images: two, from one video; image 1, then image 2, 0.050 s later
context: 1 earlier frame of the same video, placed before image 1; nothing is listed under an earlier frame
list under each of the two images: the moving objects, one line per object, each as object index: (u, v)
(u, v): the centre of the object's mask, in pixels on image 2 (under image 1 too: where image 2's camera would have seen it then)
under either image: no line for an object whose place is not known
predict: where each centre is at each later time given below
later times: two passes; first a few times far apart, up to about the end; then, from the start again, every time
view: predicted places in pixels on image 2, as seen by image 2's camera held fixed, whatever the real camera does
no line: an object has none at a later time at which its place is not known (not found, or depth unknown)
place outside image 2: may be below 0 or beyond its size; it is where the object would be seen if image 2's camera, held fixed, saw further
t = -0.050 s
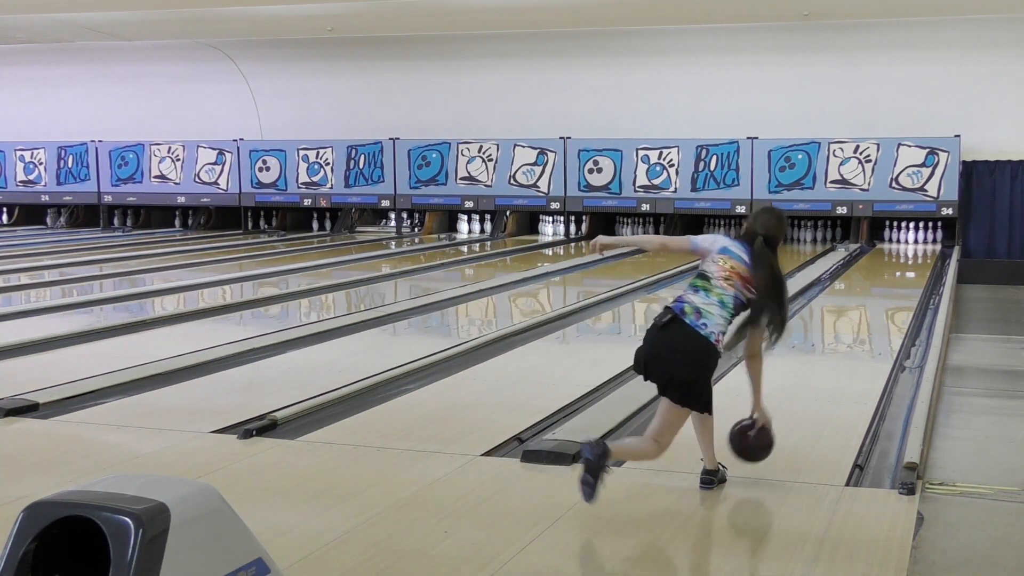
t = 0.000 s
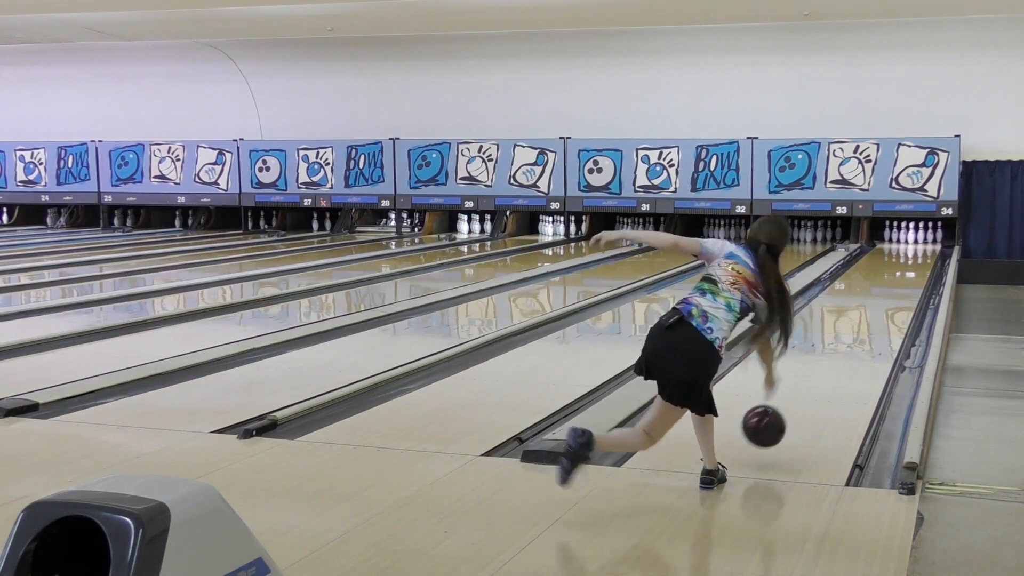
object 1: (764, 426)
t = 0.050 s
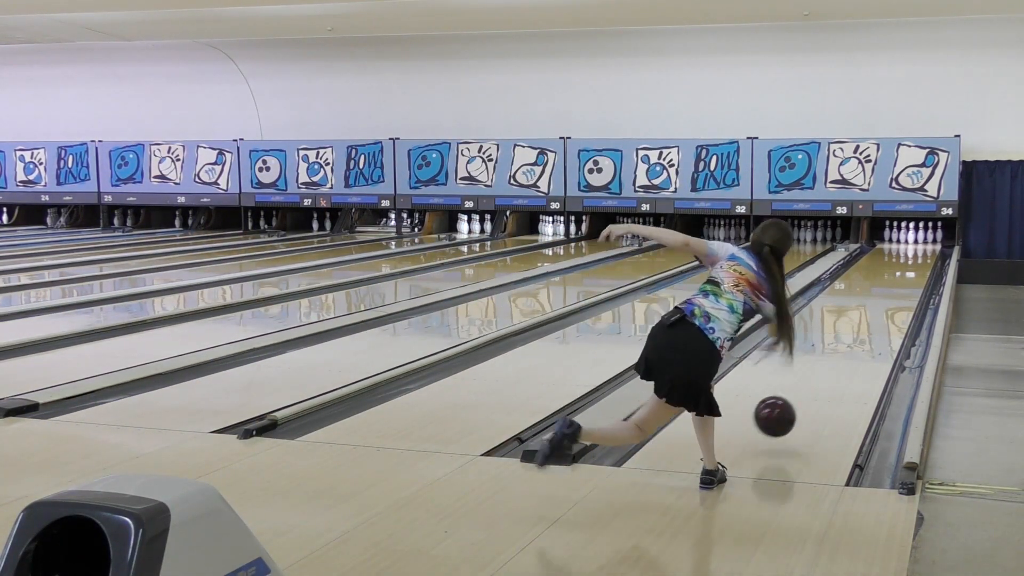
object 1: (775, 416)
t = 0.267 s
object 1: (813, 386)
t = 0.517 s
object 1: (844, 350)
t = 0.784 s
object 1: (867, 324)
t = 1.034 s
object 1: (883, 304)
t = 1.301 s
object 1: (897, 288)
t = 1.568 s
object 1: (907, 276)
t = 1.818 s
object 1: (915, 266)
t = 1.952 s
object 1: (919, 261)
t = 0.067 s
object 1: (778, 414)
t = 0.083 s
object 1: (782, 413)
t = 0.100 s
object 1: (785, 412)
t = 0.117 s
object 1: (788, 411)
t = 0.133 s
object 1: (791, 411)
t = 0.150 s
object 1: (794, 407)
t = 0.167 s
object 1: (797, 403)
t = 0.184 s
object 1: (800, 400)
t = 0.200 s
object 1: (802, 397)
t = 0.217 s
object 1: (805, 395)
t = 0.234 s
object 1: (808, 392)
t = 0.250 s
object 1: (810, 389)
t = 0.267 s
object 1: (813, 386)
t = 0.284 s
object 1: (815, 383)
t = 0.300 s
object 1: (817, 381)
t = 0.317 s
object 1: (820, 378)
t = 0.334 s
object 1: (822, 375)
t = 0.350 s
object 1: (824, 373)
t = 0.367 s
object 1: (826, 370)
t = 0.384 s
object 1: (828, 368)
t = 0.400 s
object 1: (831, 365)
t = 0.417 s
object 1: (833, 363)
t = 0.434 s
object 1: (834, 361)
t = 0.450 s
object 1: (836, 358)
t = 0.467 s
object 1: (838, 356)
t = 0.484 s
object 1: (840, 354)
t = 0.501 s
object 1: (842, 352)
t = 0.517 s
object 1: (844, 350)
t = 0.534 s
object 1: (845, 348)
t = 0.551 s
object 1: (847, 346)
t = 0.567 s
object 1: (849, 345)
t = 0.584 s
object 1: (850, 343)
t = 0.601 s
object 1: (852, 341)
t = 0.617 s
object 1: (853, 339)
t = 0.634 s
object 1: (855, 337)
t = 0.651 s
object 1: (856, 336)
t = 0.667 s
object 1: (858, 334)
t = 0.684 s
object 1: (859, 333)
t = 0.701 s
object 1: (860, 331)
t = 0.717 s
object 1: (862, 329)
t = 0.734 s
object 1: (863, 328)
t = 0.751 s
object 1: (865, 326)
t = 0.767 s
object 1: (866, 325)
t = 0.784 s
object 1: (867, 324)
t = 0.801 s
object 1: (868, 322)
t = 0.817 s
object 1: (869, 321)
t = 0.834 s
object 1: (871, 319)
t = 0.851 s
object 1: (872, 318)
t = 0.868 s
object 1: (873, 317)
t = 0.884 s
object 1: (874, 315)
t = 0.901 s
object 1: (875, 314)
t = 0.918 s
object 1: (876, 313)
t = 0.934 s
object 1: (877, 311)
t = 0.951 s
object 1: (878, 310)
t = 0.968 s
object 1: (879, 309)
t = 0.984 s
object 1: (880, 308)
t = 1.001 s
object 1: (881, 307)
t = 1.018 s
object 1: (882, 305)
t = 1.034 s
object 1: (883, 304)
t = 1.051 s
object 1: (884, 303)
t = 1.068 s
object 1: (885, 302)
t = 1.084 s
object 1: (886, 301)
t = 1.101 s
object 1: (887, 300)
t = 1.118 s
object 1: (888, 299)
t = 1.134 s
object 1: (889, 298)
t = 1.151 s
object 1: (889, 297)
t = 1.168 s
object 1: (890, 296)
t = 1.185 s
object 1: (891, 295)
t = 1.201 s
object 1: (892, 294)
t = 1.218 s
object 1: (893, 293)
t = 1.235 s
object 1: (894, 292)
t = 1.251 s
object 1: (894, 291)
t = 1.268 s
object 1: (895, 290)
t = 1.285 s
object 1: (896, 289)
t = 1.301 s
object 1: (897, 288)
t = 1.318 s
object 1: (897, 288)
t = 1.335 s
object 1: (898, 287)
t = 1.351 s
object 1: (899, 286)
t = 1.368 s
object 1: (899, 285)
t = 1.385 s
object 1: (900, 284)
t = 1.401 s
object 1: (901, 283)
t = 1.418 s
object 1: (901, 282)
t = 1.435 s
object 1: (902, 282)
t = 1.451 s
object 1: (903, 281)
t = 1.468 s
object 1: (903, 280)
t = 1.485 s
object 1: (904, 280)
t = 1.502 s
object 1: (905, 279)
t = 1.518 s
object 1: (905, 278)
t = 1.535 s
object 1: (906, 277)
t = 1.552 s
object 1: (907, 277)
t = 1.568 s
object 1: (907, 276)
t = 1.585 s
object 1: (908, 275)
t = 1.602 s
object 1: (908, 275)
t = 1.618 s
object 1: (909, 274)
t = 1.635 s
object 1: (909, 273)
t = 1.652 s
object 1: (910, 272)
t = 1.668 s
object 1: (910, 272)
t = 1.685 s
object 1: (911, 271)
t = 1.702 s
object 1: (911, 270)
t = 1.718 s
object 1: (912, 270)
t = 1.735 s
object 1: (913, 269)
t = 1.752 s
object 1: (913, 268)
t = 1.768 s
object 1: (913, 268)
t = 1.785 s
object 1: (914, 267)
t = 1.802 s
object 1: (914, 266)
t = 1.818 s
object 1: (915, 266)
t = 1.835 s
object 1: (915, 265)
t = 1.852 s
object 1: (916, 264)
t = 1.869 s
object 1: (916, 264)
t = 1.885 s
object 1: (917, 264)
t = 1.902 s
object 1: (917, 263)
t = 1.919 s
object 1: (917, 263)
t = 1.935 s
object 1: (918, 262)
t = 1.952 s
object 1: (919, 261)
